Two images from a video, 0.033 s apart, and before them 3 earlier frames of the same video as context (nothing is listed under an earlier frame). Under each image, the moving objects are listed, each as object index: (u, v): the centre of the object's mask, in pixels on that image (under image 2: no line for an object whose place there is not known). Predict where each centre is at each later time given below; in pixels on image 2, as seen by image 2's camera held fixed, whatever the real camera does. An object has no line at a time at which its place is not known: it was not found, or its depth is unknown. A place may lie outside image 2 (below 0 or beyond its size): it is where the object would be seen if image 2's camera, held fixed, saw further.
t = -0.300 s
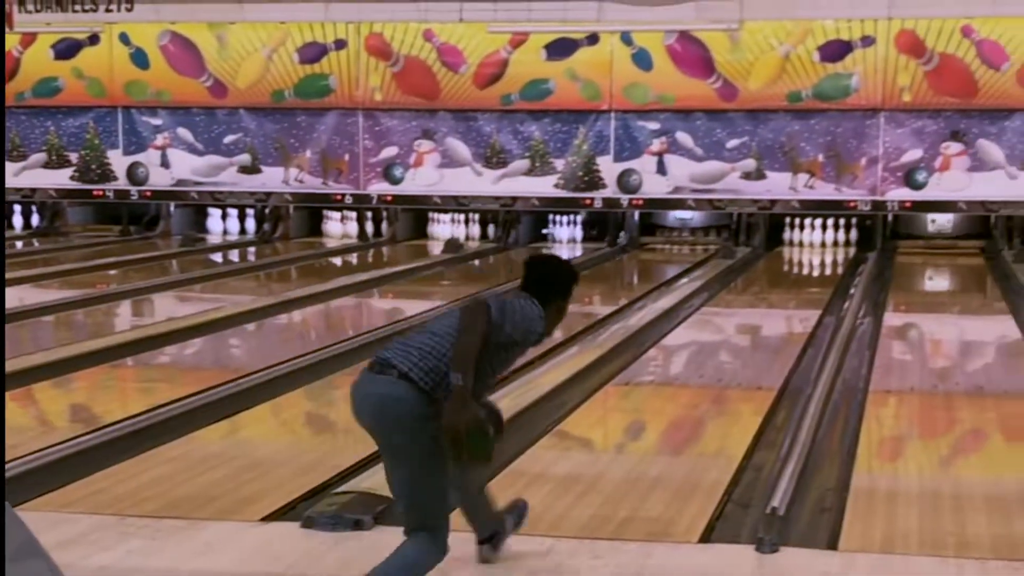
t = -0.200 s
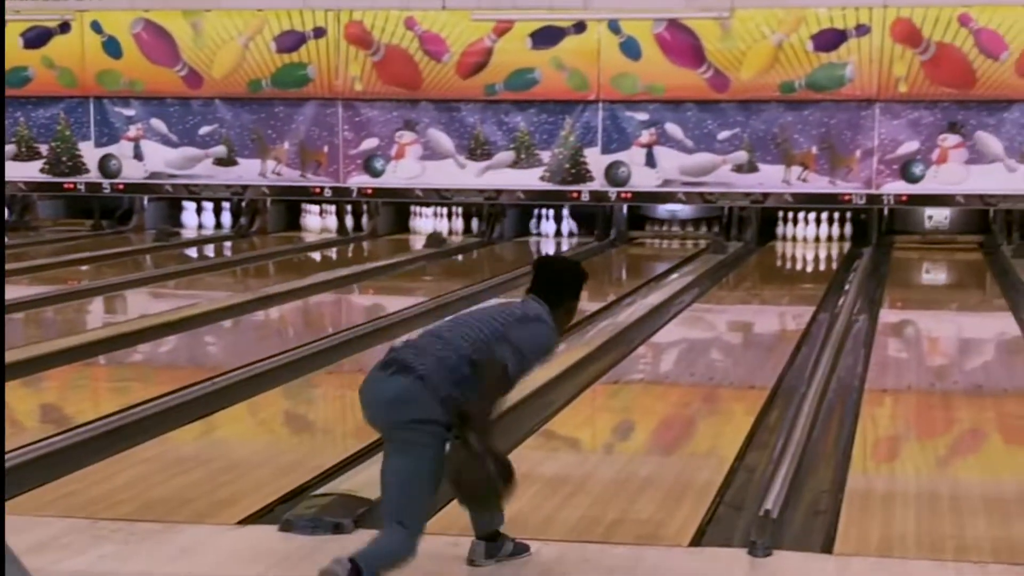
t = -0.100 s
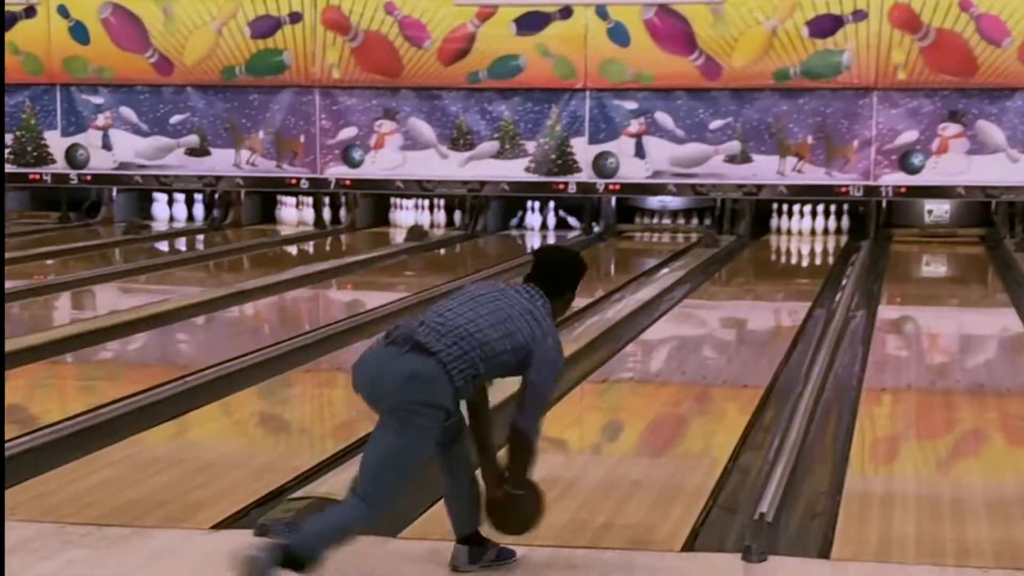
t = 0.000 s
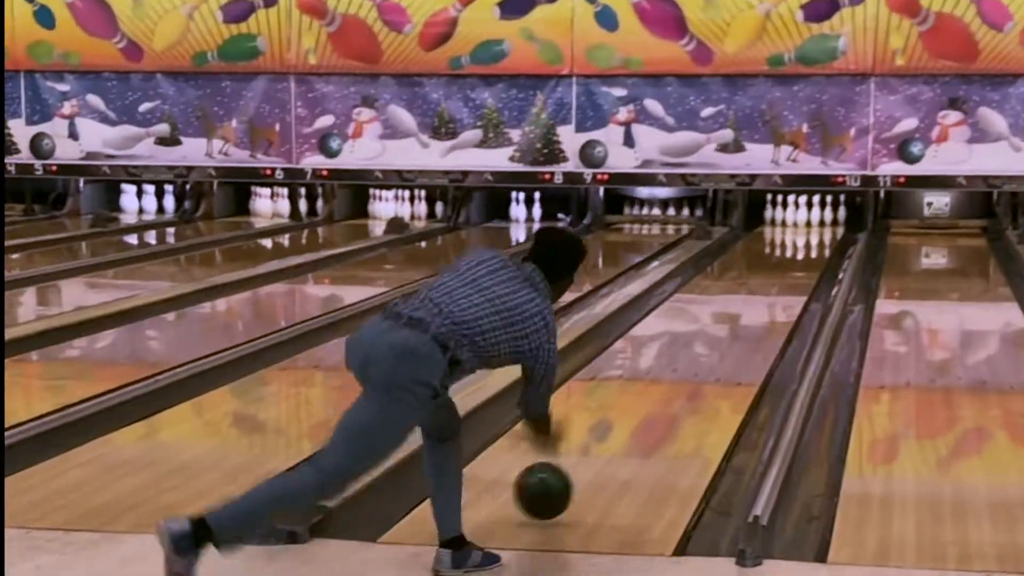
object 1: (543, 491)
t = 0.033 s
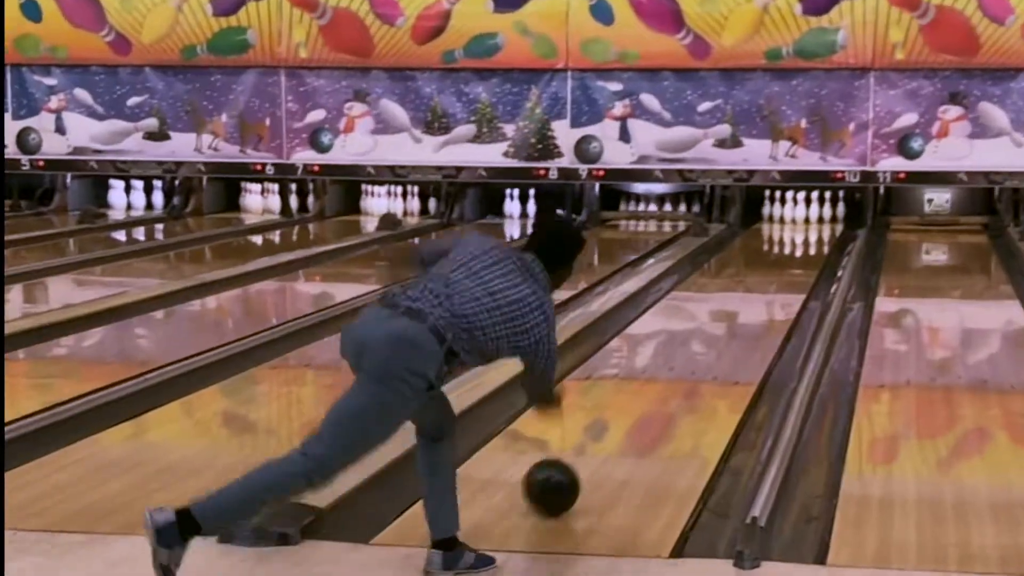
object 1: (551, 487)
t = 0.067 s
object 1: (564, 475)
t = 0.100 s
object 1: (575, 464)
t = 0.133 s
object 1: (586, 454)
